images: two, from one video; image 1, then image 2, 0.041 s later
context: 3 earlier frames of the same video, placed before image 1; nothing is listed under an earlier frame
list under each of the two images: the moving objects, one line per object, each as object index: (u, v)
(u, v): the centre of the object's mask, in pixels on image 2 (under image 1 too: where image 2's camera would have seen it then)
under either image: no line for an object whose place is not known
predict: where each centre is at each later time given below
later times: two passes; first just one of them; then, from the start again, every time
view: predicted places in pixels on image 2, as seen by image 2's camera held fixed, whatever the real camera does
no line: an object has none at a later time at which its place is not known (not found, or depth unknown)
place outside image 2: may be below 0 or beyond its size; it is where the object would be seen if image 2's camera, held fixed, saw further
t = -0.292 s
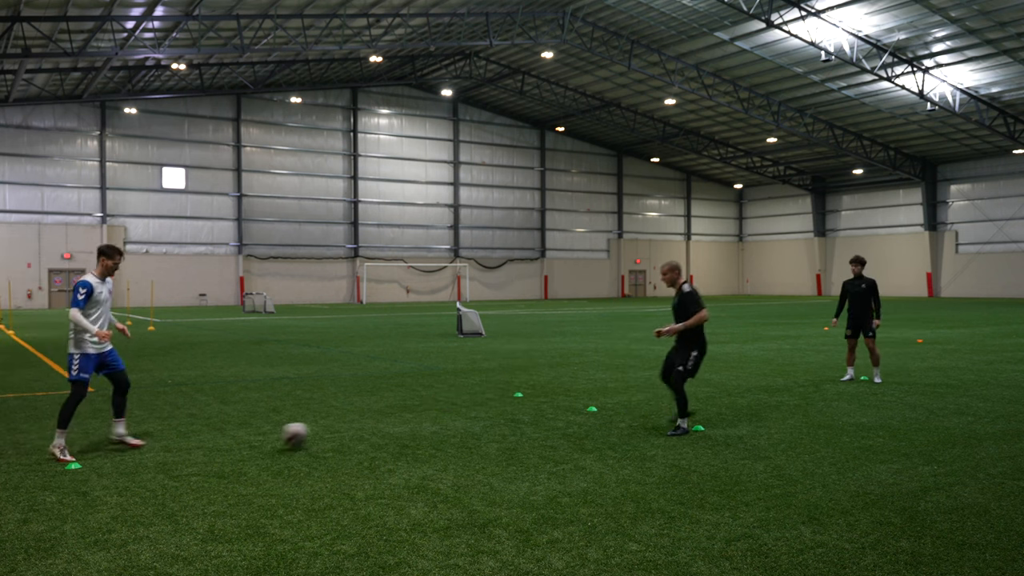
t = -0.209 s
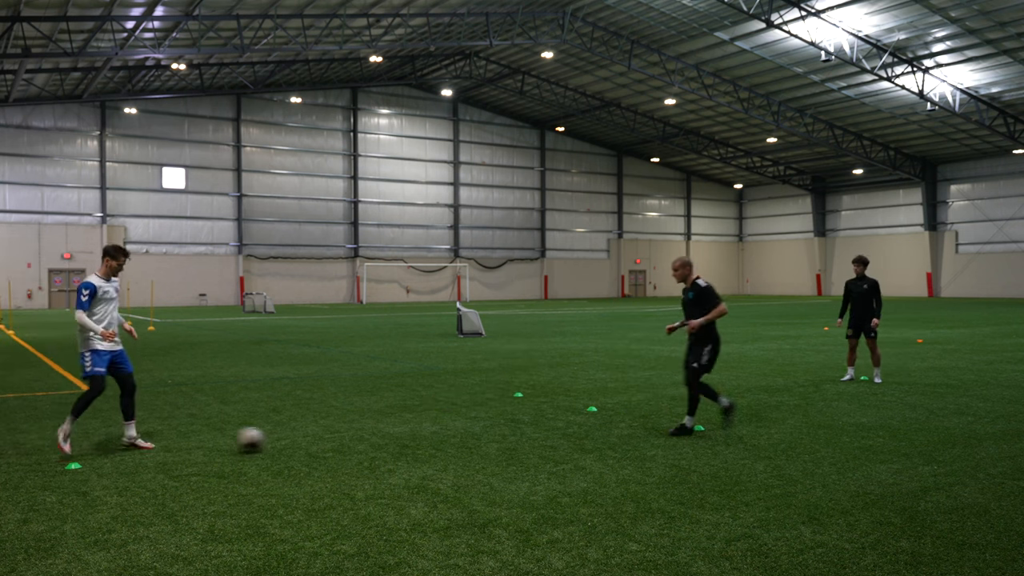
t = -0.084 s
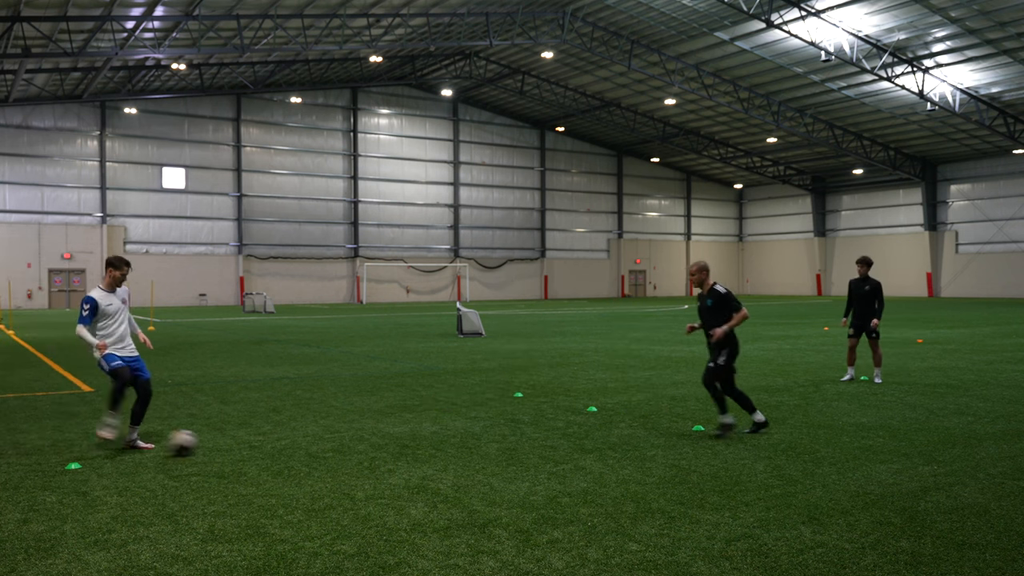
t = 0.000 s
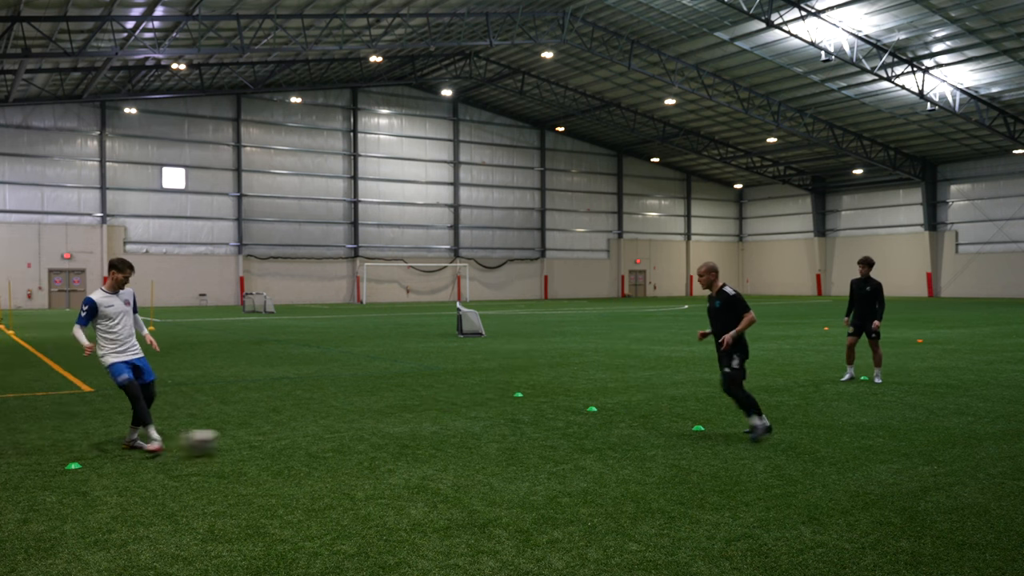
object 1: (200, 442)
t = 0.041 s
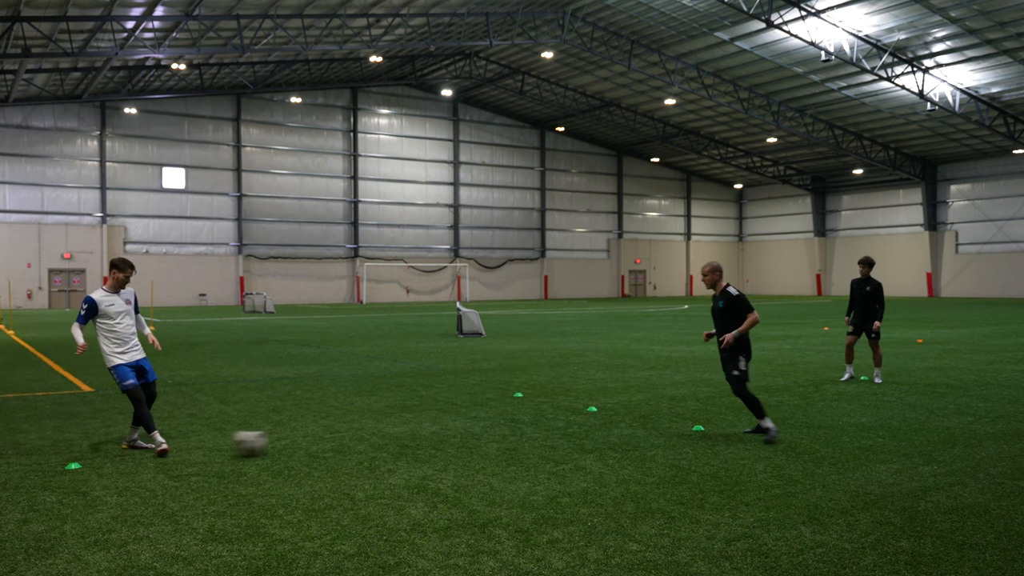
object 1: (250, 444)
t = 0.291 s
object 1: (500, 439)
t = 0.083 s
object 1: (293, 442)
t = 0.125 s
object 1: (339, 441)
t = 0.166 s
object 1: (382, 441)
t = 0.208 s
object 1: (424, 441)
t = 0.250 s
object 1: (462, 440)
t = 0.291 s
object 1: (500, 439)
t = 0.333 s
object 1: (536, 440)
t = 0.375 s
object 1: (571, 439)
